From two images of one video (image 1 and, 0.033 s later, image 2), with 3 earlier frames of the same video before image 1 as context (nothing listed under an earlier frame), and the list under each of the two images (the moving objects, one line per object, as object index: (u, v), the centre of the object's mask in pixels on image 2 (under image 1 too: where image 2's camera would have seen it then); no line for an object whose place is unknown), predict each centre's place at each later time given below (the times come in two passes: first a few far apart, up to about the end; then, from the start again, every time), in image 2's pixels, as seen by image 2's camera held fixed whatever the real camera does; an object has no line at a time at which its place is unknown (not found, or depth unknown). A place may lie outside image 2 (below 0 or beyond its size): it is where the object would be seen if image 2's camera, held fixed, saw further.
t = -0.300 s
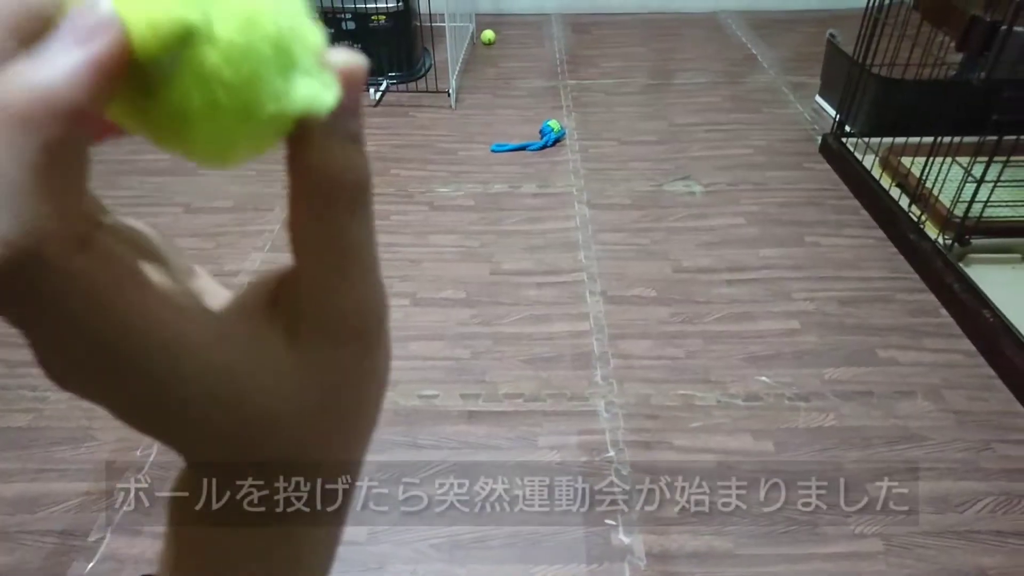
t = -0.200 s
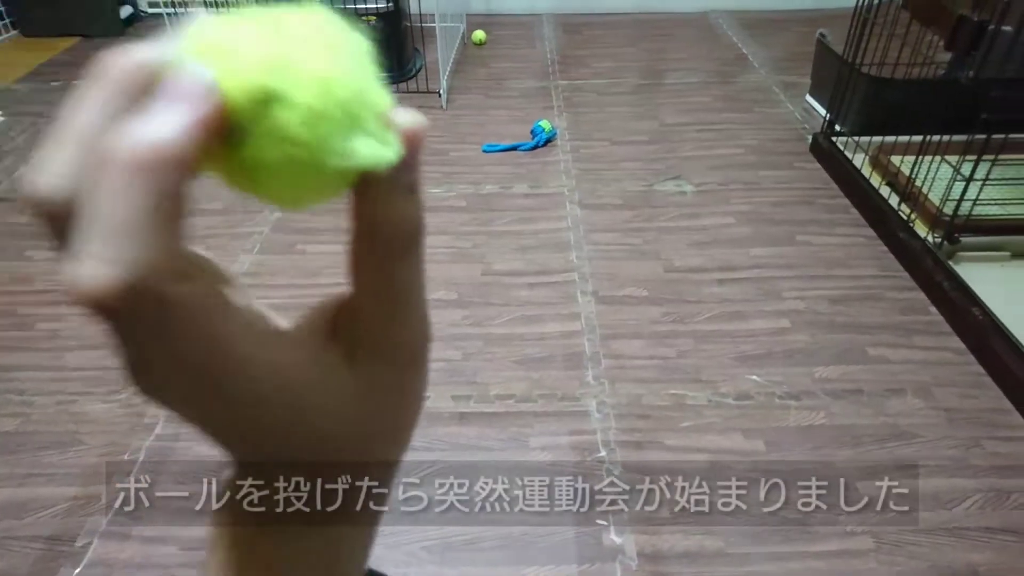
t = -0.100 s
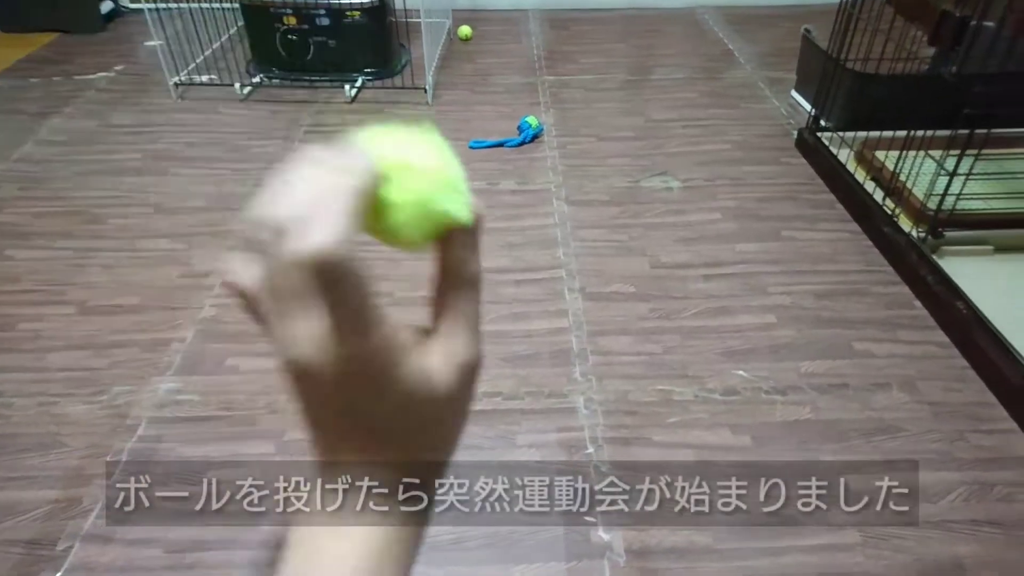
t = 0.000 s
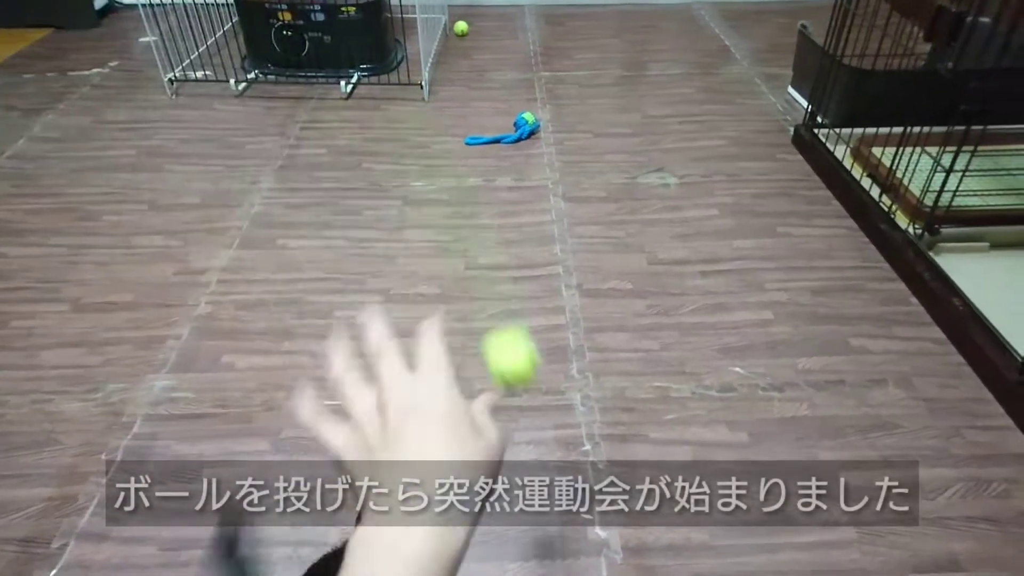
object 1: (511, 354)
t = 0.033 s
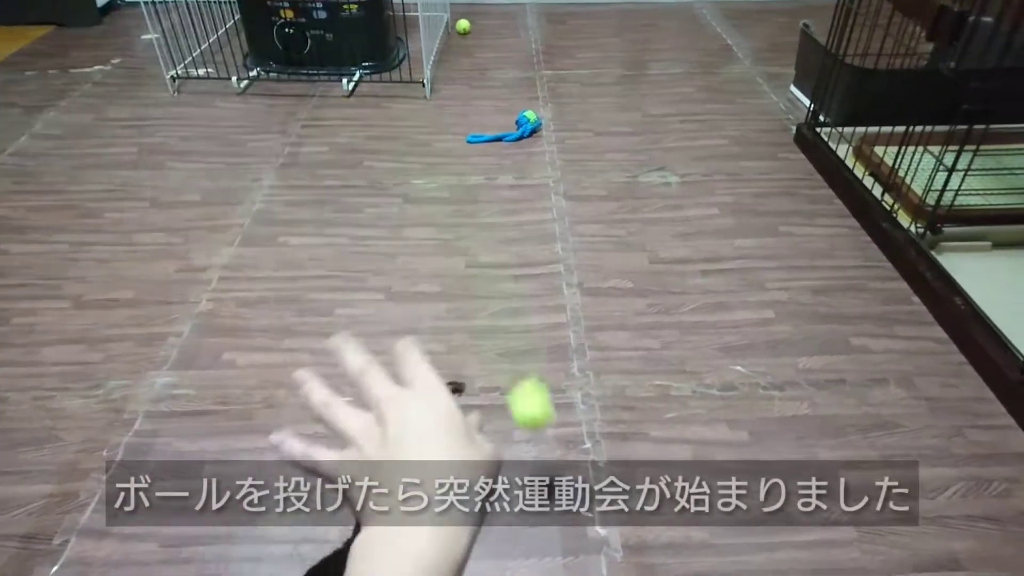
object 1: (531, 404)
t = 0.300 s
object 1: (595, 115)
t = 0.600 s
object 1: (605, 234)
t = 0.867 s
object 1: (650, 151)
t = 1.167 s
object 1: (684, 125)
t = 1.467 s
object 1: (705, 99)
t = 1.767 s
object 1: (723, 83)
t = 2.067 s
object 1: (740, 72)
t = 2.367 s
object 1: (749, 66)
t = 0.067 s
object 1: (544, 433)
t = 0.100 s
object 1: (550, 372)
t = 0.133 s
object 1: (559, 316)
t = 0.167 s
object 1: (567, 261)
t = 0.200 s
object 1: (574, 212)
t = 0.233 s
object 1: (581, 172)
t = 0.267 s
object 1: (590, 137)
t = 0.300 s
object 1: (595, 115)
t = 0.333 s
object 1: (600, 101)
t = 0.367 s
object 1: (604, 93)
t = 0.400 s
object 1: (606, 96)
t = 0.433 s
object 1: (608, 110)
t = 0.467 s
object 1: (608, 126)
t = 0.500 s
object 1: (608, 148)
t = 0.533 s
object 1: (607, 177)
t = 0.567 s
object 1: (606, 206)
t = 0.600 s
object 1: (605, 234)
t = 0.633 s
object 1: (612, 207)
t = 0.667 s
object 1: (620, 184)
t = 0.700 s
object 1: (627, 164)
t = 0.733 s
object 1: (634, 149)
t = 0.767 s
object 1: (639, 141)
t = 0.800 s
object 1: (643, 140)
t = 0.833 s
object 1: (648, 143)
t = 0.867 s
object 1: (650, 151)
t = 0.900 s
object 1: (653, 164)
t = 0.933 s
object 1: (656, 159)
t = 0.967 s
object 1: (661, 151)
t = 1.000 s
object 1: (666, 145)
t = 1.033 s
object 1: (670, 141)
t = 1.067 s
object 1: (674, 139)
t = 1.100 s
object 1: (677, 135)
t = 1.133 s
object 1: (681, 129)
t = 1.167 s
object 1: (684, 125)
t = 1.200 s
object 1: (686, 124)
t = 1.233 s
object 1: (689, 120)
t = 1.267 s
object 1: (692, 116)
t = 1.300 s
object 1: (693, 114)
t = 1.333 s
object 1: (696, 111)
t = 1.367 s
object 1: (698, 108)
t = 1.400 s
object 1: (701, 104)
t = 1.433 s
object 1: (702, 102)
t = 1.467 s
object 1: (705, 99)
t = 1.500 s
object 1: (708, 97)
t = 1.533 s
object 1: (709, 95)
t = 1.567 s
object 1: (711, 93)
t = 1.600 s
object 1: (713, 91)
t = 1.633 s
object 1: (715, 89)
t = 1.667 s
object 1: (716, 88)
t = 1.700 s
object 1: (719, 85)
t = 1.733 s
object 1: (720, 85)
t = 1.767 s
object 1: (723, 83)
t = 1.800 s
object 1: (725, 82)
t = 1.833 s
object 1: (728, 80)
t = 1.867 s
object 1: (729, 78)
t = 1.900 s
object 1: (731, 77)
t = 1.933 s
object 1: (733, 76)
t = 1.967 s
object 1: (734, 75)
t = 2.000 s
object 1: (737, 74)
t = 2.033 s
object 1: (738, 73)
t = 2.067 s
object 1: (740, 72)
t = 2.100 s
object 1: (741, 71)
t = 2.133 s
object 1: (743, 71)
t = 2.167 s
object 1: (746, 70)
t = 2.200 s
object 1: (747, 70)
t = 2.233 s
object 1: (748, 69)
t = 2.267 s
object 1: (749, 68)
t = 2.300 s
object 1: (749, 67)
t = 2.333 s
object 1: (749, 66)
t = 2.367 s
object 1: (749, 66)
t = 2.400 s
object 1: (749, 66)
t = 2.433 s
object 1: (747, 66)
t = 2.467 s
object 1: (747, 67)
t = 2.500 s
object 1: (746, 67)
